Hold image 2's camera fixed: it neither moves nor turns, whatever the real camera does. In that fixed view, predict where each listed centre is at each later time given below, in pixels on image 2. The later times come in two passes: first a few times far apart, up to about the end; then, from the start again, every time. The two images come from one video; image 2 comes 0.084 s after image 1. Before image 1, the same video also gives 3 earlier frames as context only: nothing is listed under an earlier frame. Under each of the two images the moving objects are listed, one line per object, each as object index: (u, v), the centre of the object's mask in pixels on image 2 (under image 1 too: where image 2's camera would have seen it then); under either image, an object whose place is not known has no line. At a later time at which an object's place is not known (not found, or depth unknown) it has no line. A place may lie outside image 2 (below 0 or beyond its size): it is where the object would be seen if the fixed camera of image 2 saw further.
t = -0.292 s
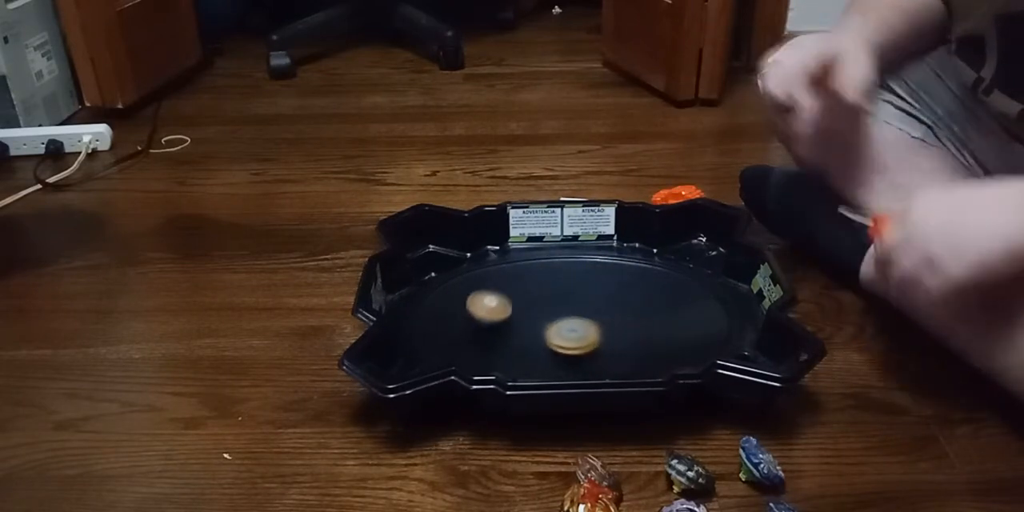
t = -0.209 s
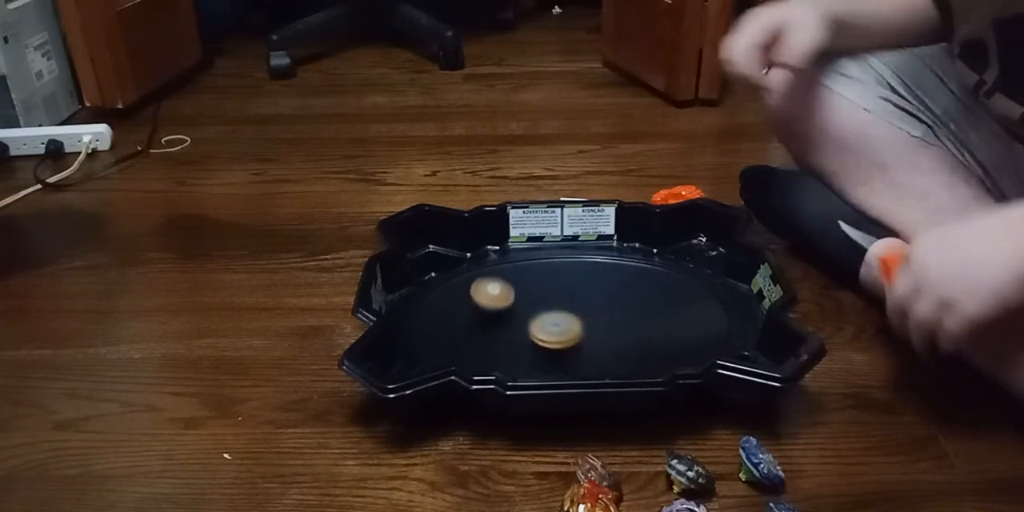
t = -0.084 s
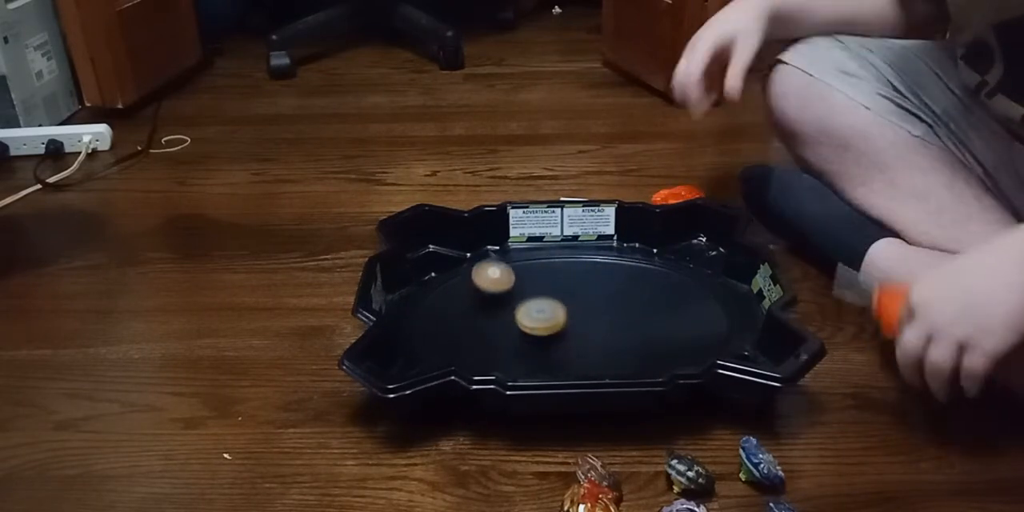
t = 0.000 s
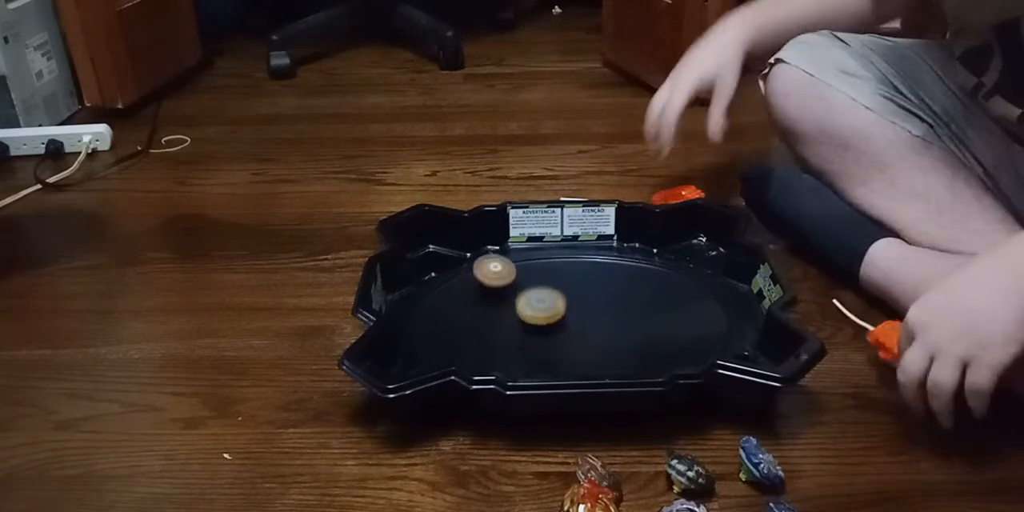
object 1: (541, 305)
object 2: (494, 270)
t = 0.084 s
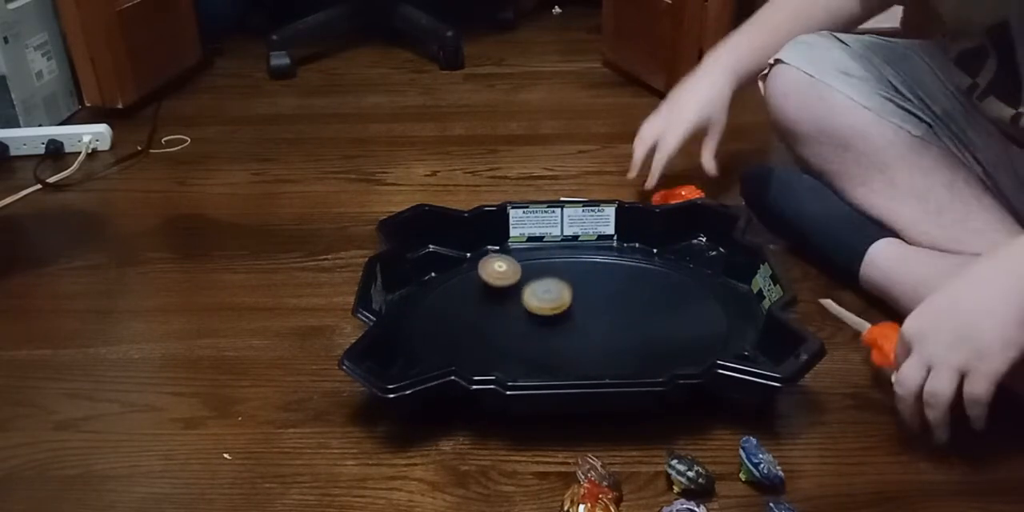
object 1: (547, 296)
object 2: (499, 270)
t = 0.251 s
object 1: (576, 288)
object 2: (524, 285)
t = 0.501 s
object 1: (628, 306)
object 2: (565, 312)
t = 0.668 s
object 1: (645, 322)
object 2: (580, 331)
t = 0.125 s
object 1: (552, 292)
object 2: (503, 272)
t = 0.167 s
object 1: (559, 290)
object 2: (509, 275)
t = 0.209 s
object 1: (567, 289)
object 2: (517, 280)
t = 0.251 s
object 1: (576, 288)
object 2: (524, 285)
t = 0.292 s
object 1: (586, 289)
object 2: (530, 290)
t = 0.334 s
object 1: (595, 291)
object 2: (538, 295)
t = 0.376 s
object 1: (603, 295)
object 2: (550, 300)
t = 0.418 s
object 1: (610, 299)
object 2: (559, 304)
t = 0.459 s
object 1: (621, 302)
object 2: (562, 309)
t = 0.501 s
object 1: (628, 306)
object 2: (565, 312)
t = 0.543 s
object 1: (633, 310)
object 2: (570, 317)
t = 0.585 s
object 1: (636, 315)
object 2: (577, 322)
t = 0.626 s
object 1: (638, 320)
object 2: (584, 327)
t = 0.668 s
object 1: (645, 322)
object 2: (580, 331)
